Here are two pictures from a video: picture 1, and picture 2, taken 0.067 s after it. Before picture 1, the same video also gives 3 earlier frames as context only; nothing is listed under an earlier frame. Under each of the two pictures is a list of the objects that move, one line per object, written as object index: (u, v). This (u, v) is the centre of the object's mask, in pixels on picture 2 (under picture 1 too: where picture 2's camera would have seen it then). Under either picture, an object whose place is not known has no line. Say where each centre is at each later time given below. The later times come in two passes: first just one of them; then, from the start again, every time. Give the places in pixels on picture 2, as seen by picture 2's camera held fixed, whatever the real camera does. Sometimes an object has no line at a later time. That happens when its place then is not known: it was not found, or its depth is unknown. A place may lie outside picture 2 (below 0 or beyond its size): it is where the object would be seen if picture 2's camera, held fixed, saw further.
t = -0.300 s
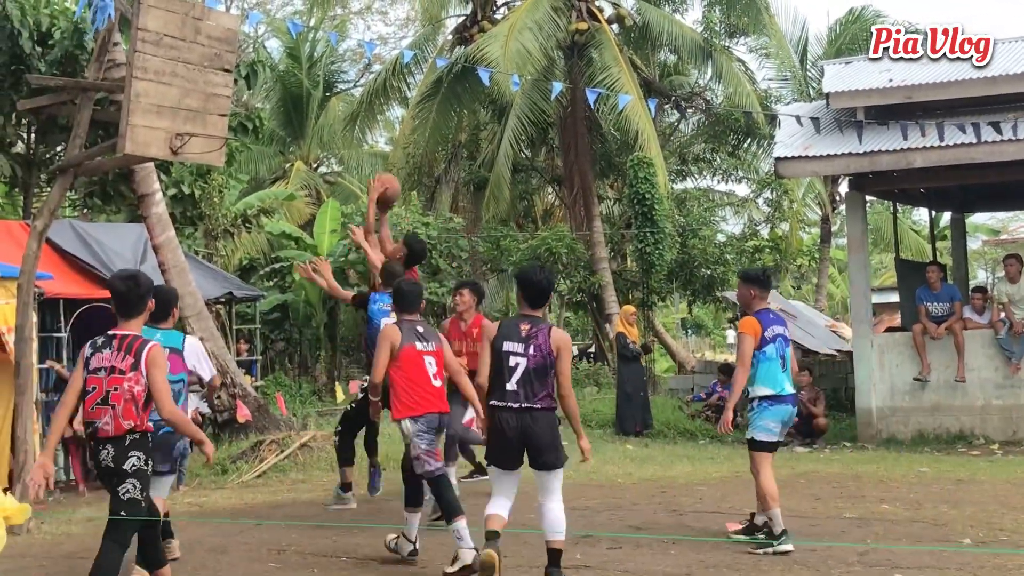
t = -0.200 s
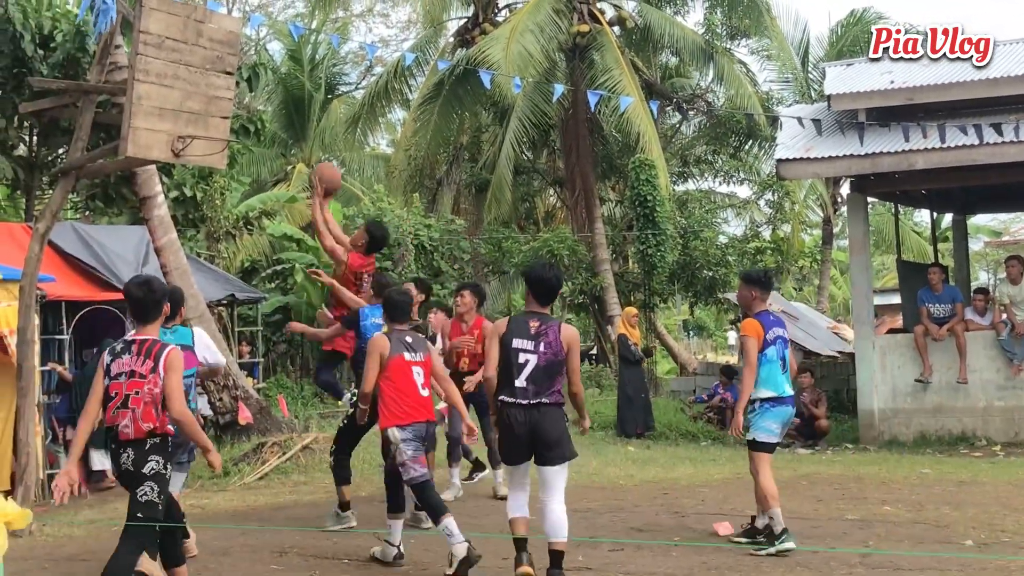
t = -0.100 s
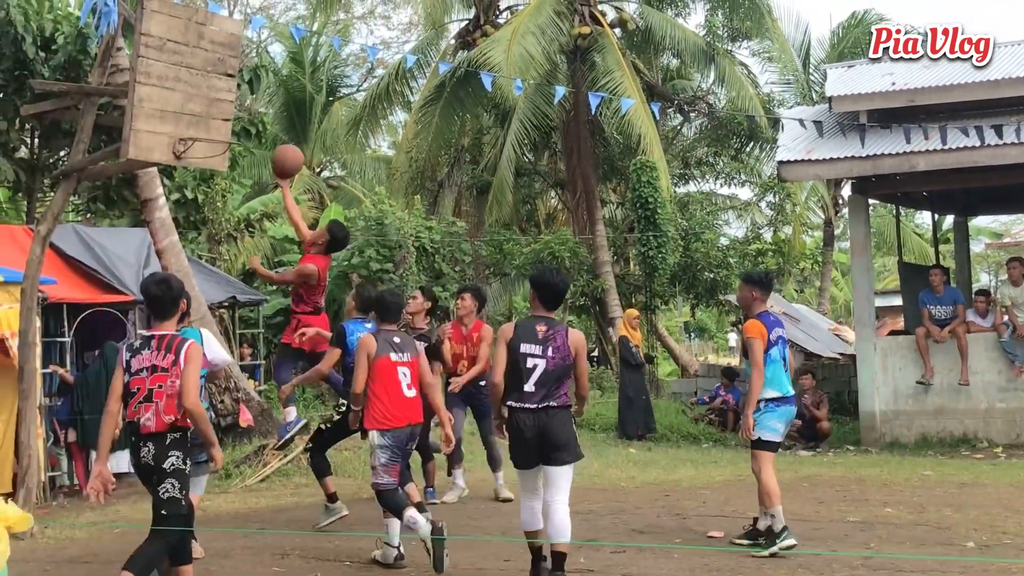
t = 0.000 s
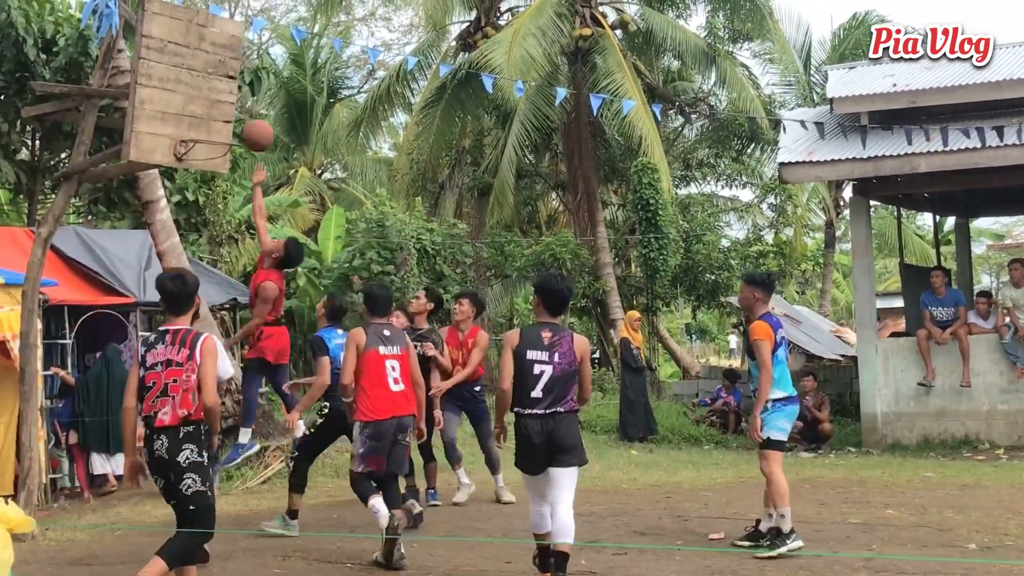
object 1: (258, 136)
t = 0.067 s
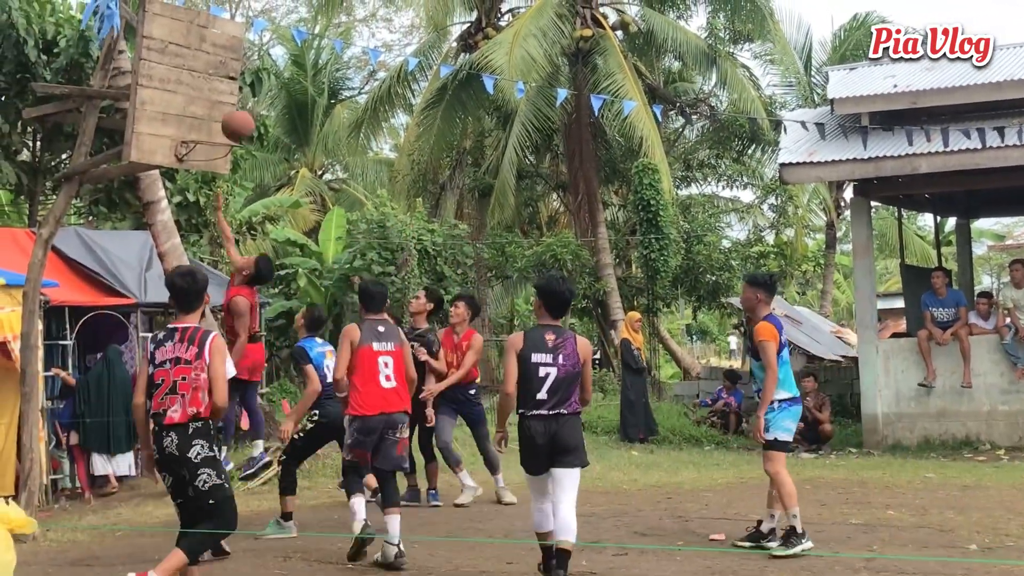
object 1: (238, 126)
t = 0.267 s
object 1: (225, 128)
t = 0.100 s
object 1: (228, 123)
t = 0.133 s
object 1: (218, 121)
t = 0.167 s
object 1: (215, 121)
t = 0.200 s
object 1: (219, 125)
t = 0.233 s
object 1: (222, 128)
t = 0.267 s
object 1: (225, 128)
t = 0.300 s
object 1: (227, 129)
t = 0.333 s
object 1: (230, 131)
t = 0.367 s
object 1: (231, 132)
